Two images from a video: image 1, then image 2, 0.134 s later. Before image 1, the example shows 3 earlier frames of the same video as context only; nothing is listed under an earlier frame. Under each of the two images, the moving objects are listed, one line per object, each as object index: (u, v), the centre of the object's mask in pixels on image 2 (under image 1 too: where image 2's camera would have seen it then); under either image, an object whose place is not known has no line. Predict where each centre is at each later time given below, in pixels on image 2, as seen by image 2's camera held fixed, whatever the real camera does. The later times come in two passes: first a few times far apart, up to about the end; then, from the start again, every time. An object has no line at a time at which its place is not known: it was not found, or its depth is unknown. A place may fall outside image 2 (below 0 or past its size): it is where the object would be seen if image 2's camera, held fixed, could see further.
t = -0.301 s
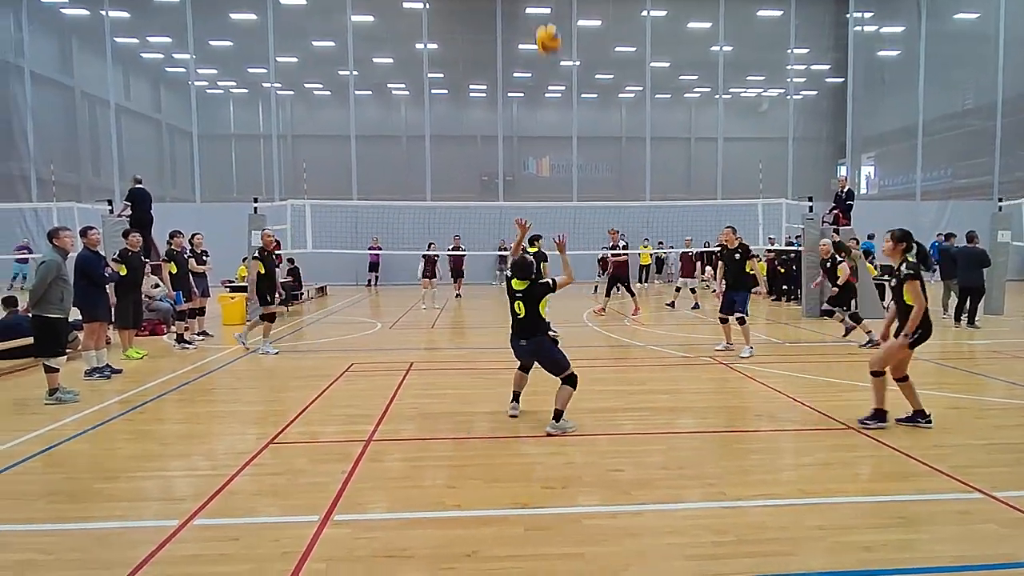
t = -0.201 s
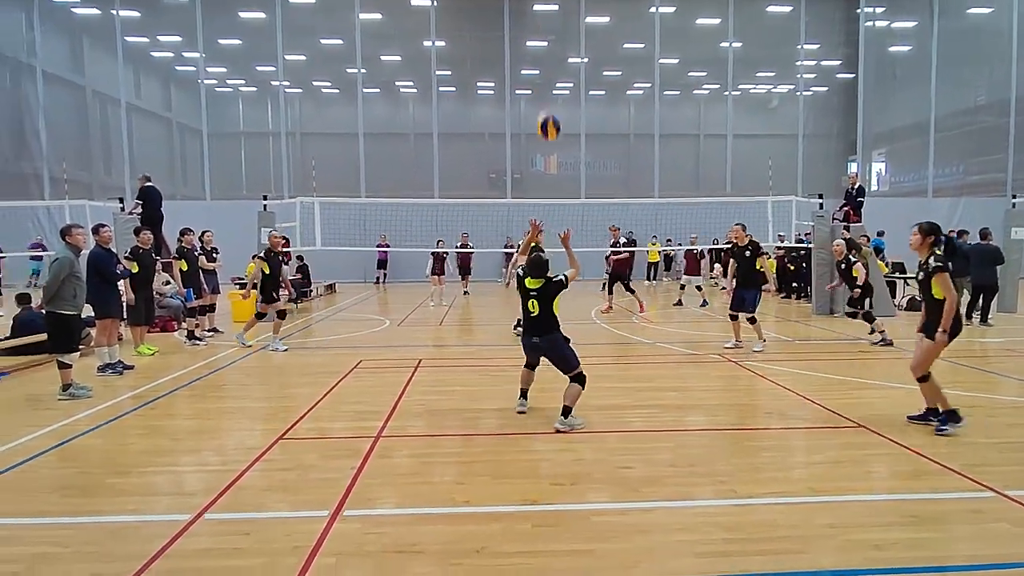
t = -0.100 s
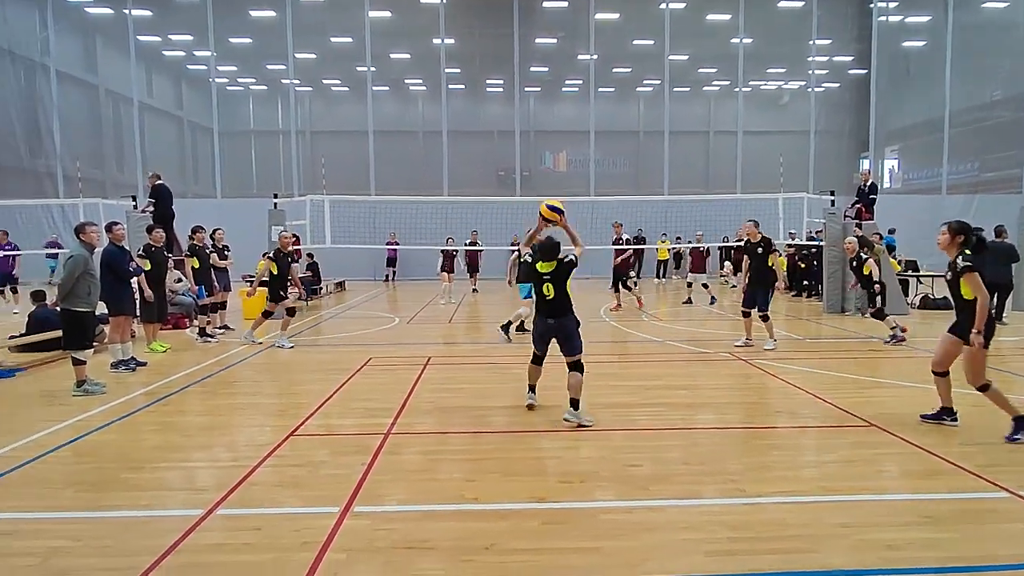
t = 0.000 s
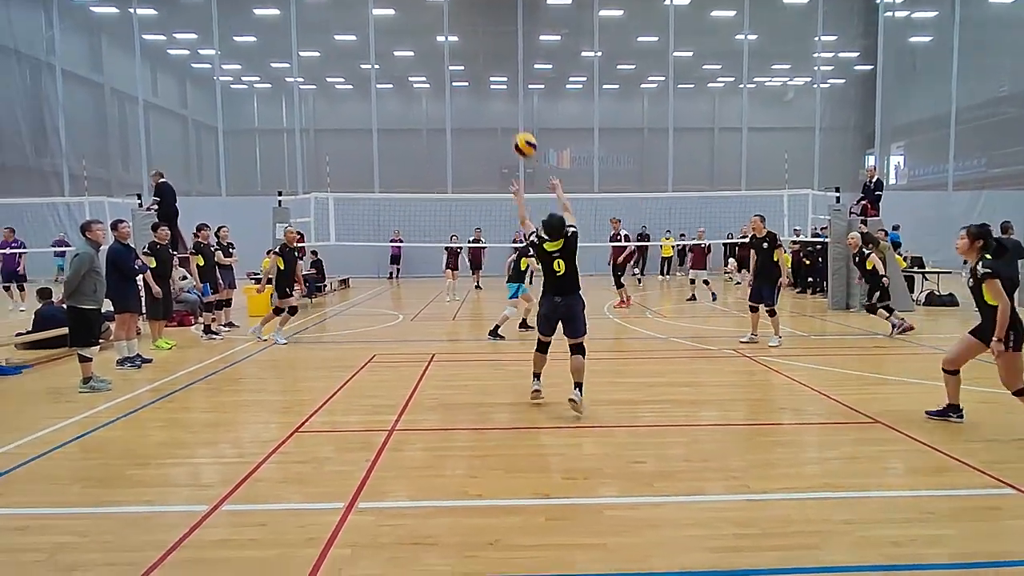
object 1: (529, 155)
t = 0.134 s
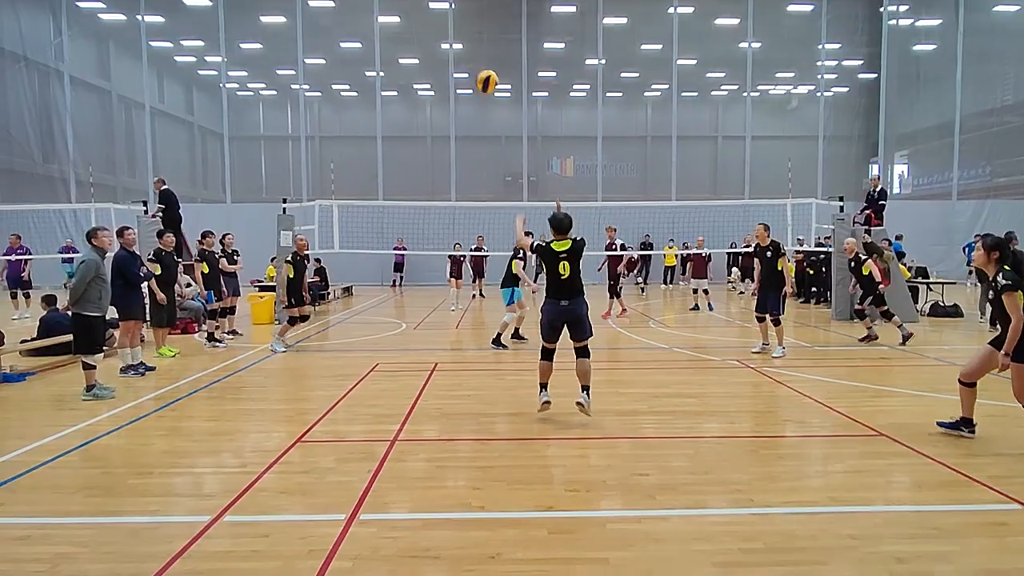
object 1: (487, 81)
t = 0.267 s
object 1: (450, 37)
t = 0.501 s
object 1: (397, 10)
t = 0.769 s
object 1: (350, 37)
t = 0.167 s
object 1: (477, 68)
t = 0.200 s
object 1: (468, 57)
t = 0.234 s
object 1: (460, 46)
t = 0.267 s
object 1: (450, 37)
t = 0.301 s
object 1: (441, 30)
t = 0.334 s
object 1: (434, 24)
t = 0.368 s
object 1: (426, 19)
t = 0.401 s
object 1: (418, 15)
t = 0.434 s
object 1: (410, 13)
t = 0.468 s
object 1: (404, 11)
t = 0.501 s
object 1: (397, 10)
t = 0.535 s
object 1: (391, 10)
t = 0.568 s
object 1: (384, 12)
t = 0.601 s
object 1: (378, 14)
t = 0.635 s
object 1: (371, 17)
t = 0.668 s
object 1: (366, 21)
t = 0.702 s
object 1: (361, 25)
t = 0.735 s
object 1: (356, 31)
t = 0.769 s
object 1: (350, 37)
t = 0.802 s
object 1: (345, 44)
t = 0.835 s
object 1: (340, 52)
